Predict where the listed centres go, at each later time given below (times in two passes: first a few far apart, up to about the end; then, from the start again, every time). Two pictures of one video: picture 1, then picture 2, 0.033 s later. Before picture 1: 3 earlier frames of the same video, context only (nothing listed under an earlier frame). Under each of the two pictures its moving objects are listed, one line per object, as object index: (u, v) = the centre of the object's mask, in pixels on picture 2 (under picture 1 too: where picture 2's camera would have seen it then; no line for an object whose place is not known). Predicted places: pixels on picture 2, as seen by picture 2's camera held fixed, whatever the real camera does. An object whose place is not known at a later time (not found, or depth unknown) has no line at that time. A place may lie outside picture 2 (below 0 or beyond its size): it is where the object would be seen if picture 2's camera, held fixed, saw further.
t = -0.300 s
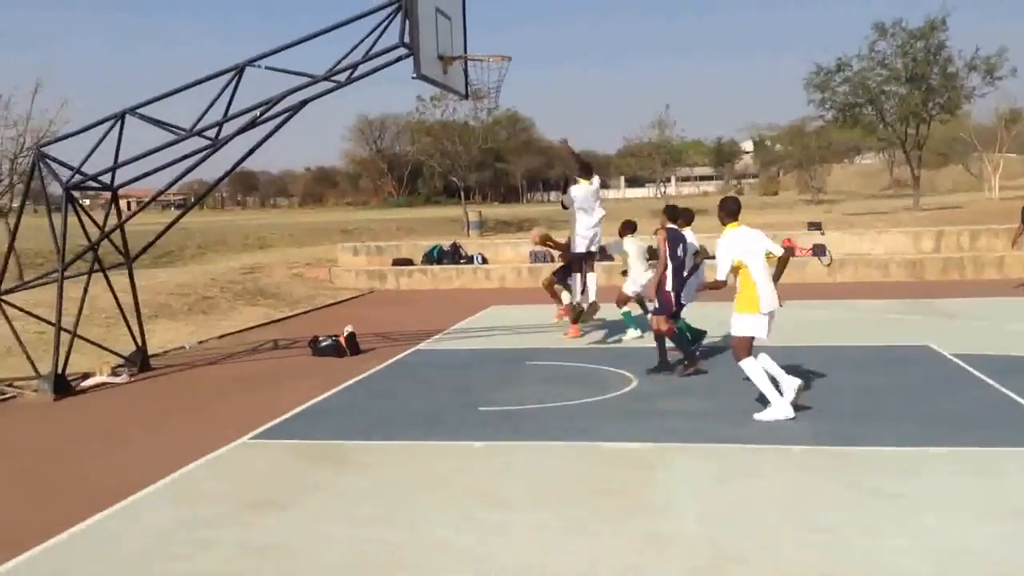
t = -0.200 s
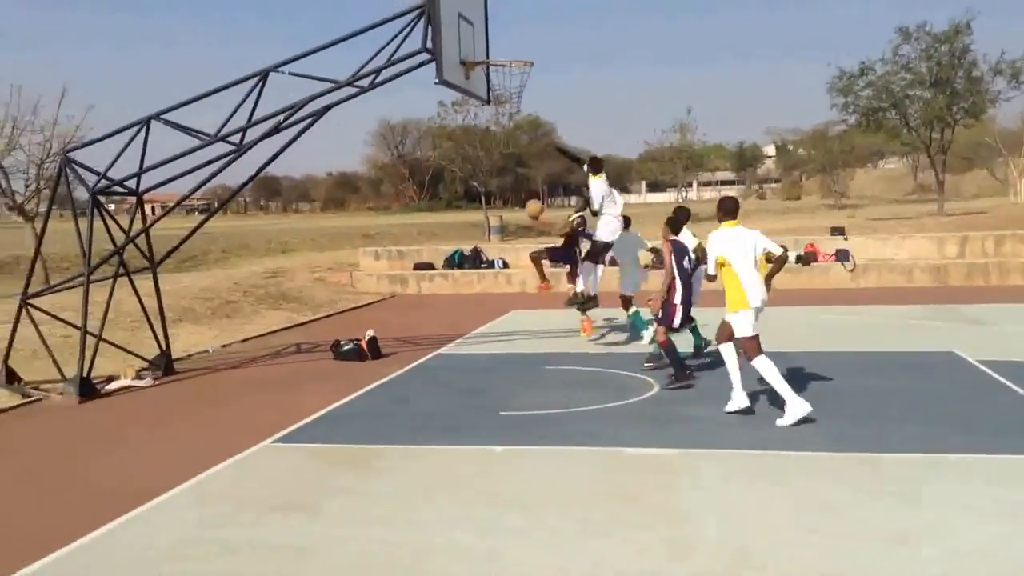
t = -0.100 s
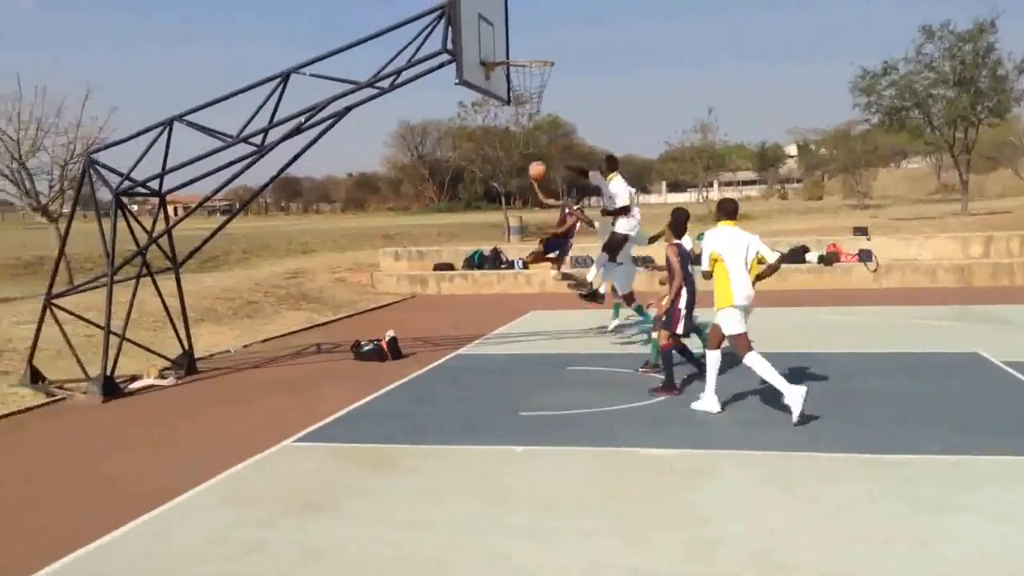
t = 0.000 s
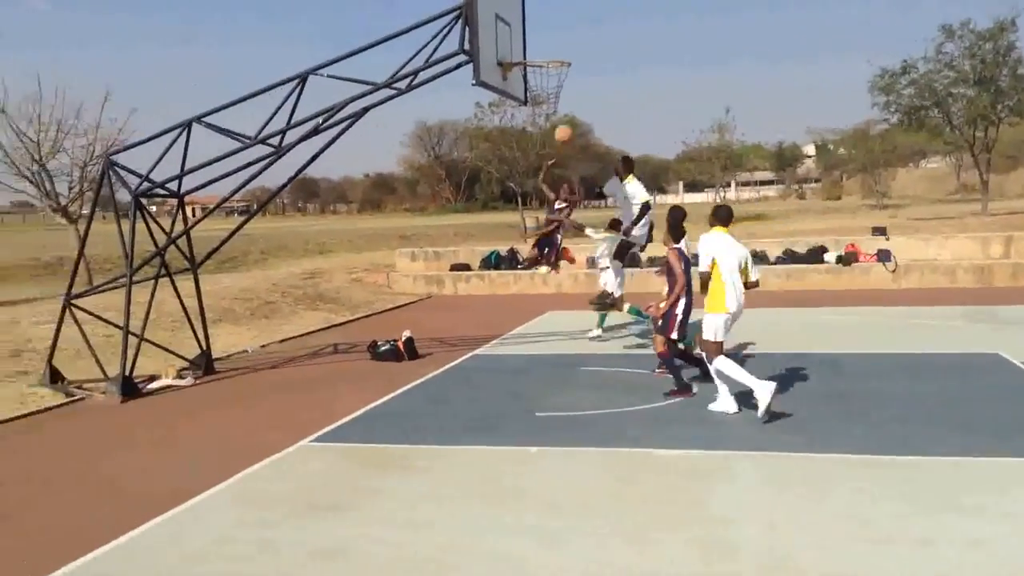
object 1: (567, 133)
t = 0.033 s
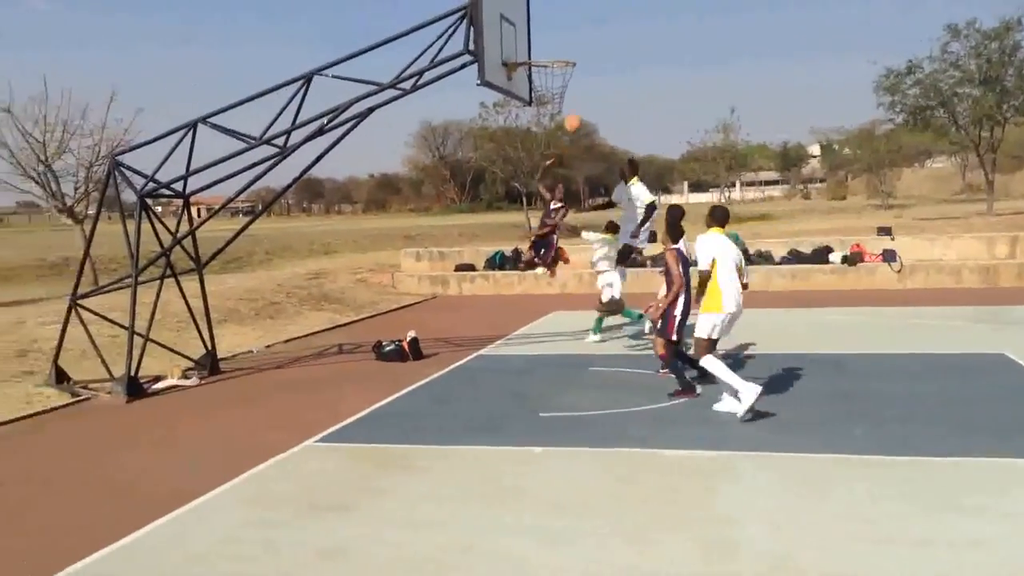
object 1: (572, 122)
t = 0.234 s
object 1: (610, 77)
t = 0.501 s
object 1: (672, 64)
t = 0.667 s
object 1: (720, 93)
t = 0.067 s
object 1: (579, 113)
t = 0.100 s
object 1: (584, 105)
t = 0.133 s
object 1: (591, 96)
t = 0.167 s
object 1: (597, 90)
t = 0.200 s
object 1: (603, 83)
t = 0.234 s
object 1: (610, 77)
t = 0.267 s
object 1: (618, 71)
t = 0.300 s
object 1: (624, 68)
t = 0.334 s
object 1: (631, 65)
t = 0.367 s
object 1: (638, 63)
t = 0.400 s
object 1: (645, 61)
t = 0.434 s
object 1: (653, 61)
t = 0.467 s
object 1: (663, 62)
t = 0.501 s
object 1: (672, 64)
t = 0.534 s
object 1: (680, 68)
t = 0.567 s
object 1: (690, 72)
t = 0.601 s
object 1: (700, 78)
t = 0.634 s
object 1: (710, 85)
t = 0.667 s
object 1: (720, 93)
